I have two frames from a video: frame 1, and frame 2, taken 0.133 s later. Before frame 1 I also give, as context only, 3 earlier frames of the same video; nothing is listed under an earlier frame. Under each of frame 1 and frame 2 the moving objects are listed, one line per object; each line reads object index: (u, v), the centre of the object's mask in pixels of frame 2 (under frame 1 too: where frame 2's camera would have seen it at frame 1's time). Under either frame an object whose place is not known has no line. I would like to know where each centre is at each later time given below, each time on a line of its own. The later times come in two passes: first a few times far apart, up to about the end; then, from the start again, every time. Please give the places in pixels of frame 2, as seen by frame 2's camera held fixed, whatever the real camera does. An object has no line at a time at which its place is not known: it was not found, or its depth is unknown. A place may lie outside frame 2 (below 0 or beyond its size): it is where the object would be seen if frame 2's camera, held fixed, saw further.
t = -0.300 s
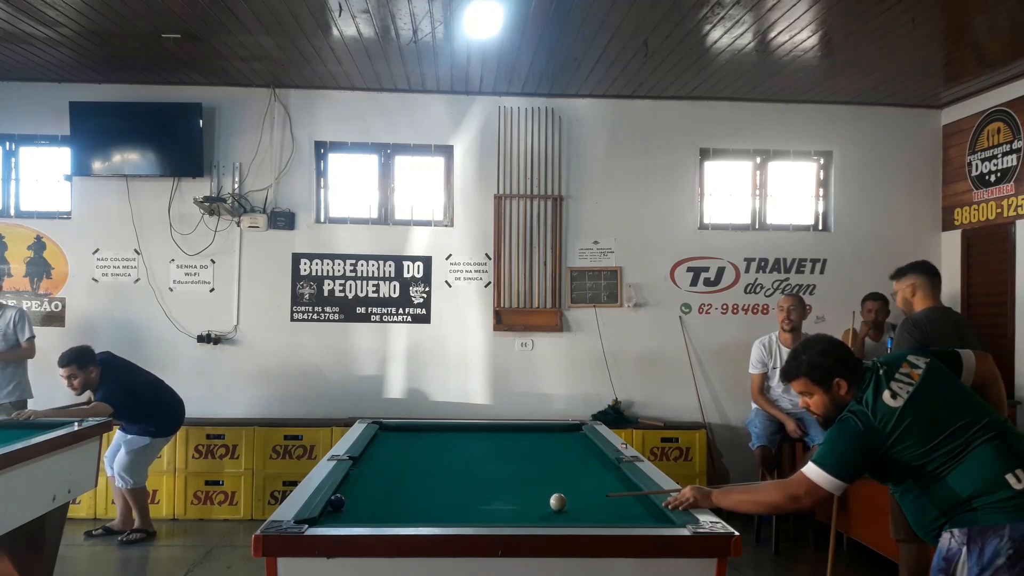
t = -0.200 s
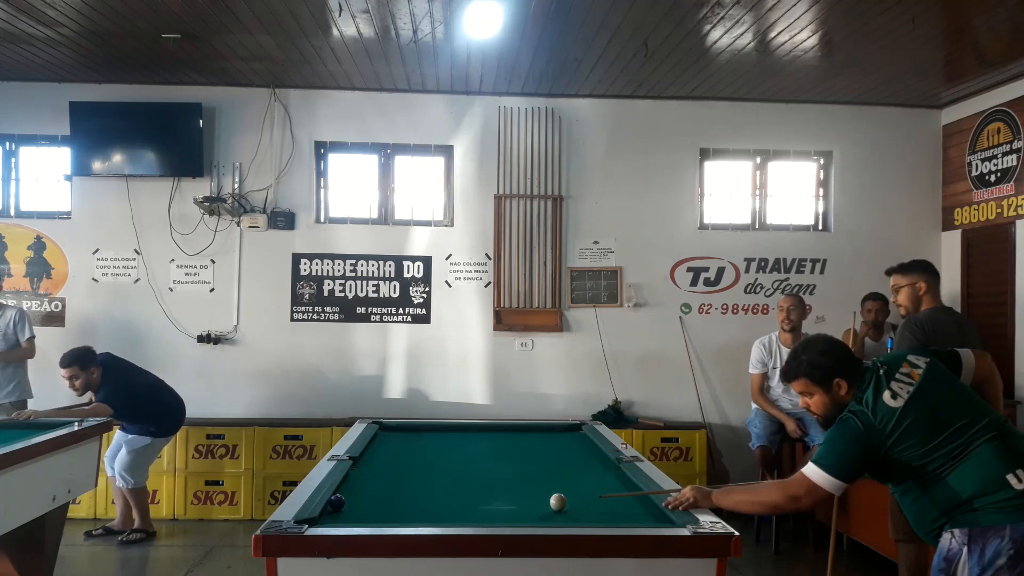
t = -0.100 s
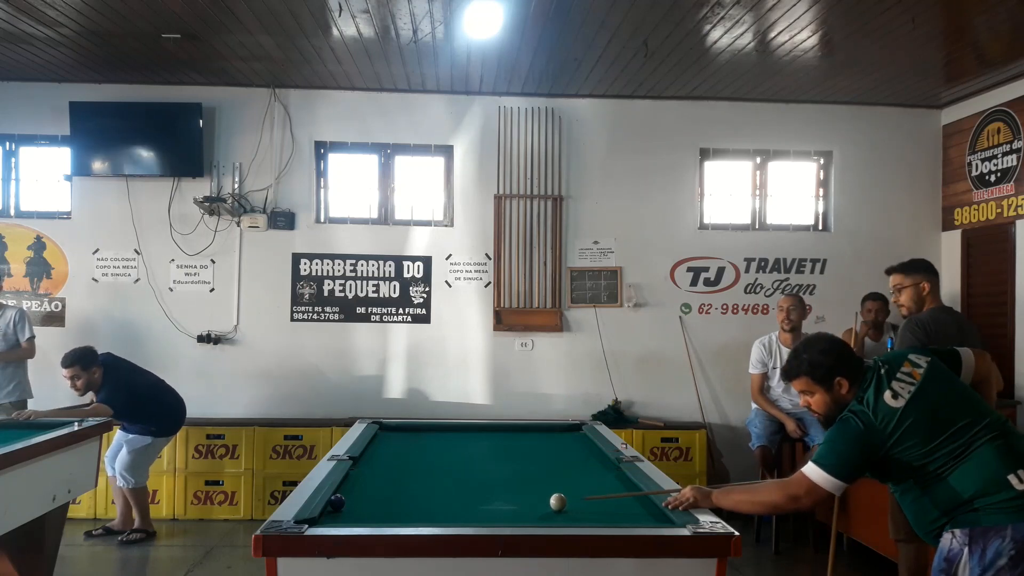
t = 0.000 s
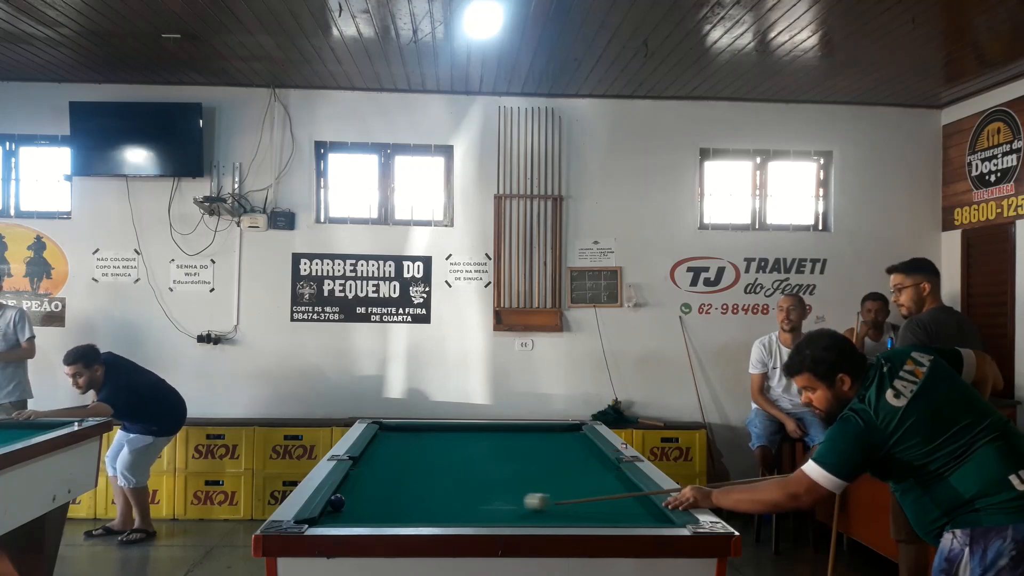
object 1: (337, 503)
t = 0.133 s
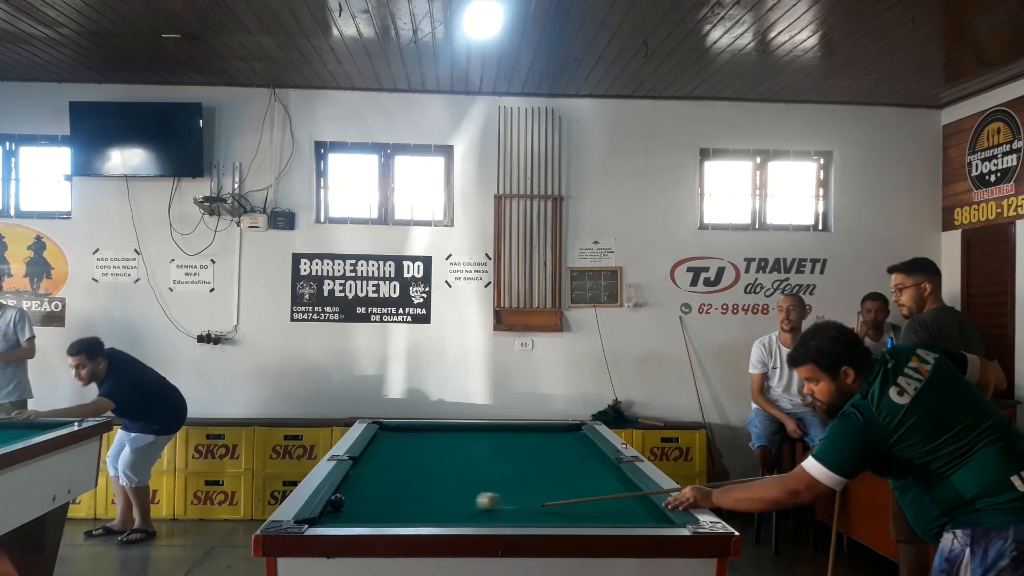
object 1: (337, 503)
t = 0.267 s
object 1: (337, 503)
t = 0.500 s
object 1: (337, 503)
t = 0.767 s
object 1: (351, 507)
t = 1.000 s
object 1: (369, 511)
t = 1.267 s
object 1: (388, 515)
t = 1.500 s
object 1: (405, 518)
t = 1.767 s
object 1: (423, 520)
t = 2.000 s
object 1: (435, 519)
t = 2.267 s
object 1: (445, 518)
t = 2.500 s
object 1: (452, 518)
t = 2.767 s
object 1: (458, 517)
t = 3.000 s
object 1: (460, 517)
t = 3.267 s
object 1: (462, 516)
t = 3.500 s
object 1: (461, 516)
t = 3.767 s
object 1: (462, 516)
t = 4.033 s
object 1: (461, 516)
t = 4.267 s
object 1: (461, 516)
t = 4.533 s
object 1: (461, 516)
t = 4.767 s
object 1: (461, 517)
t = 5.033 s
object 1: (461, 517)
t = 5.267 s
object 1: (460, 516)
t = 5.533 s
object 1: (461, 517)
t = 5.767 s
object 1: (461, 517)
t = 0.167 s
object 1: (337, 503)
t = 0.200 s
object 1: (337, 503)
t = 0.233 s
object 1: (337, 503)
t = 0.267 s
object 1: (337, 503)
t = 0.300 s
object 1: (337, 503)
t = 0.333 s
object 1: (337, 503)
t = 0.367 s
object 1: (337, 503)
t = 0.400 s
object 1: (337, 503)
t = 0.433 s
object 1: (337, 503)
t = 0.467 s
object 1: (337, 503)
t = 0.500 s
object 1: (337, 503)
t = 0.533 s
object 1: (337, 503)
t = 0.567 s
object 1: (336, 503)
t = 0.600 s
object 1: (338, 504)
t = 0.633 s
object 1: (340, 504)
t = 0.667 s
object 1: (343, 505)
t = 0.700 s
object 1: (346, 505)
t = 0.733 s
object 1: (348, 506)
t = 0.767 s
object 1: (351, 507)
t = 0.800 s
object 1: (354, 507)
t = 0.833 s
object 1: (356, 508)
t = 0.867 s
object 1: (359, 508)
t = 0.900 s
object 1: (362, 510)
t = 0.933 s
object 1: (364, 510)
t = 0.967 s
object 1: (366, 511)
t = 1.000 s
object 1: (369, 511)
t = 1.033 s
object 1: (372, 513)
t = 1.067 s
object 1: (374, 513)
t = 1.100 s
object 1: (377, 514)
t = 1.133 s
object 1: (379, 514)
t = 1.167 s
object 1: (381, 514)
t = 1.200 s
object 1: (384, 515)
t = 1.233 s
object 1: (386, 515)
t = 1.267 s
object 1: (388, 515)
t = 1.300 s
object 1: (391, 516)
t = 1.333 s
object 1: (394, 516)
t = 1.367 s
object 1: (396, 516)
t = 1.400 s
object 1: (398, 517)
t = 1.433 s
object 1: (400, 517)
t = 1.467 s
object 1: (403, 518)
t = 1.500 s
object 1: (405, 518)
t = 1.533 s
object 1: (407, 518)
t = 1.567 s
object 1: (410, 519)
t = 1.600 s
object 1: (412, 519)
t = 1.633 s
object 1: (414, 519)
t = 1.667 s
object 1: (416, 519)
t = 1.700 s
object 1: (419, 520)
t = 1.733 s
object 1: (421, 520)
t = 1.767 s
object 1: (423, 520)
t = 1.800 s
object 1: (425, 520)
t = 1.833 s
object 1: (427, 520)
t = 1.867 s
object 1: (429, 519)
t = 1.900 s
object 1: (430, 519)
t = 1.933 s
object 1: (432, 519)
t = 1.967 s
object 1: (433, 519)
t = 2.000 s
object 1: (435, 519)
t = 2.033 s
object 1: (436, 519)
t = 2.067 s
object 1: (437, 519)
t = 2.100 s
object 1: (439, 518)
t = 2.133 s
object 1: (441, 519)
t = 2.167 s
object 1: (441, 518)
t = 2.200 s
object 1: (443, 518)
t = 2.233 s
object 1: (444, 518)
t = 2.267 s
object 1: (445, 518)
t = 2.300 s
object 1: (446, 518)
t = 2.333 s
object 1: (447, 518)
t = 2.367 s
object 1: (449, 518)
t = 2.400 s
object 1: (449, 518)
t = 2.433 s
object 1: (450, 518)
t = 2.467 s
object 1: (451, 517)
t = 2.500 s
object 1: (452, 518)
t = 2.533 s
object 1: (453, 517)
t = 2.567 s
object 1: (454, 517)
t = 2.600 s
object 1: (454, 517)
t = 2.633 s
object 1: (455, 517)
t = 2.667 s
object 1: (456, 517)
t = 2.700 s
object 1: (457, 517)
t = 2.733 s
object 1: (457, 517)
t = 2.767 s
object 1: (458, 517)
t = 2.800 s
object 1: (458, 517)
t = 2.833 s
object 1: (459, 517)
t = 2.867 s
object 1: (459, 517)
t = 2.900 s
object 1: (459, 517)
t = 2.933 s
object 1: (460, 517)
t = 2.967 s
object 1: (460, 517)
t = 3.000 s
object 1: (460, 517)
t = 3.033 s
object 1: (461, 517)
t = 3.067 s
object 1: (461, 517)
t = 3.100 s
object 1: (461, 517)
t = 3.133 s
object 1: (461, 517)
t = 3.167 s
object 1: (461, 517)
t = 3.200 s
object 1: (461, 516)
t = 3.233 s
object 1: (462, 516)
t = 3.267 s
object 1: (462, 516)
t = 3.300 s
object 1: (461, 517)
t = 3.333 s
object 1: (461, 517)
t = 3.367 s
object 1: (461, 517)
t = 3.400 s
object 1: (461, 517)
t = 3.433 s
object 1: (461, 517)
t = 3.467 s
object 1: (461, 517)
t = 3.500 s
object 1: (461, 516)
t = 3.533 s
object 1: (461, 516)
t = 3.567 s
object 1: (461, 516)
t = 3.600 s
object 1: (461, 516)
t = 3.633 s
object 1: (461, 516)
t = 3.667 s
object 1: (461, 516)
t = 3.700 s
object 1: (461, 517)
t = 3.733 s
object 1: (461, 517)
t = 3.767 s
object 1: (462, 516)
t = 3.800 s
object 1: (461, 516)
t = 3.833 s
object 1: (461, 516)
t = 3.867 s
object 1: (461, 517)
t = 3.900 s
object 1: (461, 516)
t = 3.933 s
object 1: (461, 517)
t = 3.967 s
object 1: (461, 517)
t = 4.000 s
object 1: (461, 516)
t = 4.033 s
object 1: (461, 516)
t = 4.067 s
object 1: (461, 517)
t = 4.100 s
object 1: (461, 517)
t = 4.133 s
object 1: (462, 516)
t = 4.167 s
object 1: (461, 517)
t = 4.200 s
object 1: (461, 516)
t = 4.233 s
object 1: (461, 516)
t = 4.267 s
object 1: (461, 516)
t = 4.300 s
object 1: (461, 516)
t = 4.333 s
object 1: (462, 517)
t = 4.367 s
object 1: (462, 516)
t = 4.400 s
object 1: (461, 516)
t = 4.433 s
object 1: (461, 516)
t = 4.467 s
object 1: (461, 517)
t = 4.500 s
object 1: (461, 517)
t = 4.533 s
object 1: (461, 516)
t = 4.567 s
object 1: (461, 517)
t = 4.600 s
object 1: (461, 517)
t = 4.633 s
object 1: (461, 517)
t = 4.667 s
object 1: (461, 517)
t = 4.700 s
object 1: (461, 517)
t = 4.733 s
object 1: (461, 517)
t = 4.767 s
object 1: (461, 517)
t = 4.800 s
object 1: (459, 516)
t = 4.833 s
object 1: (462, 516)
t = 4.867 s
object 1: (461, 516)
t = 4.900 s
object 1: (461, 517)
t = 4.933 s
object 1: (461, 517)
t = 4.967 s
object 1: (461, 517)
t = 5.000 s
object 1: (461, 517)
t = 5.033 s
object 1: (461, 517)
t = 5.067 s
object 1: (461, 517)
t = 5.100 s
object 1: (461, 517)
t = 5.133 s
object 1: (462, 517)
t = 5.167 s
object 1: (462, 517)
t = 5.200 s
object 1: (465, 517)
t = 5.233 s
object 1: (457, 516)
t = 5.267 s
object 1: (460, 516)
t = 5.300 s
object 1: (461, 517)
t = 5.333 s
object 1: (461, 516)
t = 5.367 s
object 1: (461, 517)
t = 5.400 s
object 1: (461, 517)
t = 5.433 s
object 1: (461, 517)
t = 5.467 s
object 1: (461, 516)
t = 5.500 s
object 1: (461, 516)
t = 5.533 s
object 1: (461, 517)
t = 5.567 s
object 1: (461, 517)
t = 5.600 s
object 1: (461, 517)
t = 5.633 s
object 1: (461, 517)
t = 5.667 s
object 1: (461, 516)
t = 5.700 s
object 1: (461, 516)
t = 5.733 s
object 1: (461, 517)
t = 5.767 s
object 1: (461, 517)
